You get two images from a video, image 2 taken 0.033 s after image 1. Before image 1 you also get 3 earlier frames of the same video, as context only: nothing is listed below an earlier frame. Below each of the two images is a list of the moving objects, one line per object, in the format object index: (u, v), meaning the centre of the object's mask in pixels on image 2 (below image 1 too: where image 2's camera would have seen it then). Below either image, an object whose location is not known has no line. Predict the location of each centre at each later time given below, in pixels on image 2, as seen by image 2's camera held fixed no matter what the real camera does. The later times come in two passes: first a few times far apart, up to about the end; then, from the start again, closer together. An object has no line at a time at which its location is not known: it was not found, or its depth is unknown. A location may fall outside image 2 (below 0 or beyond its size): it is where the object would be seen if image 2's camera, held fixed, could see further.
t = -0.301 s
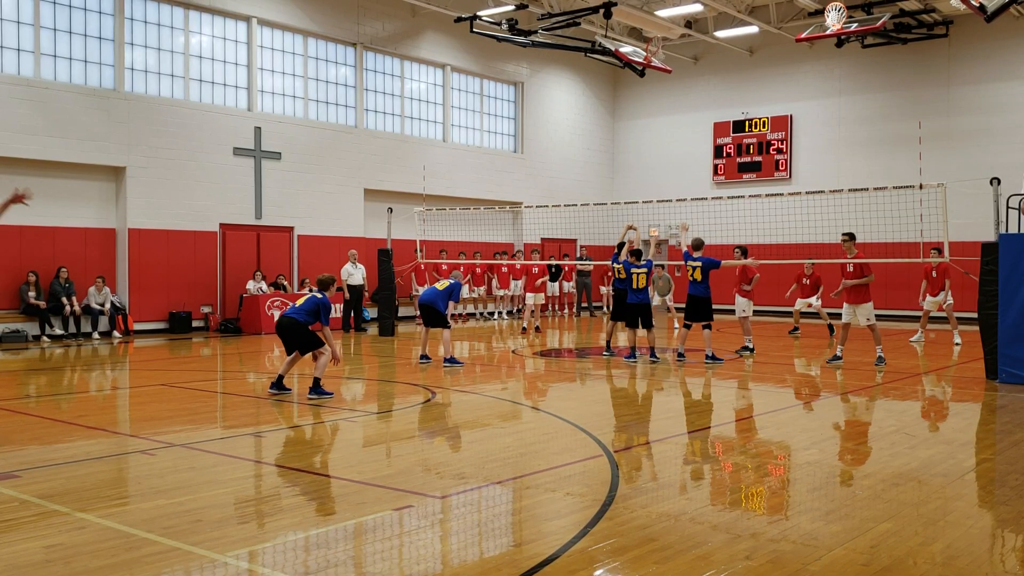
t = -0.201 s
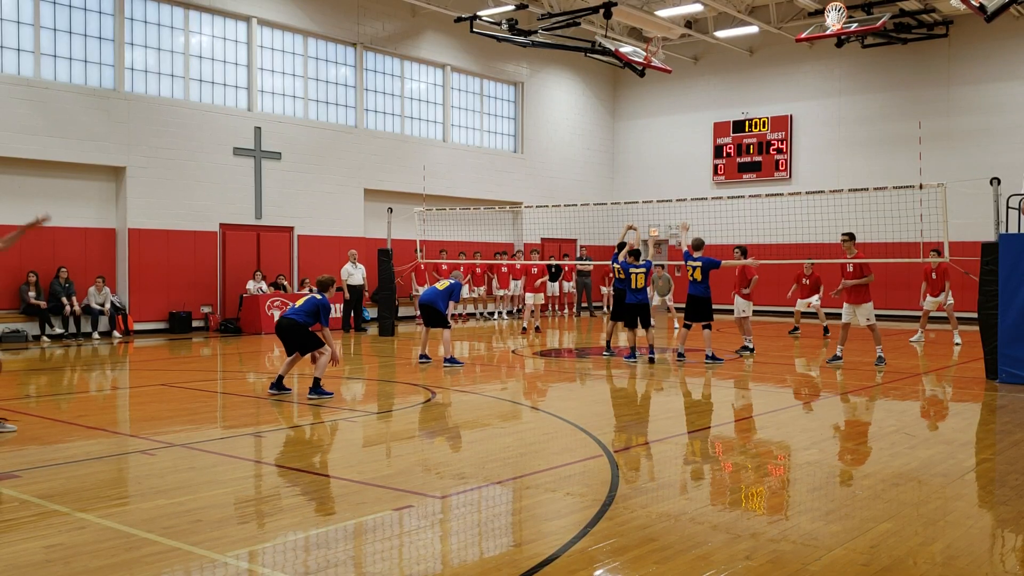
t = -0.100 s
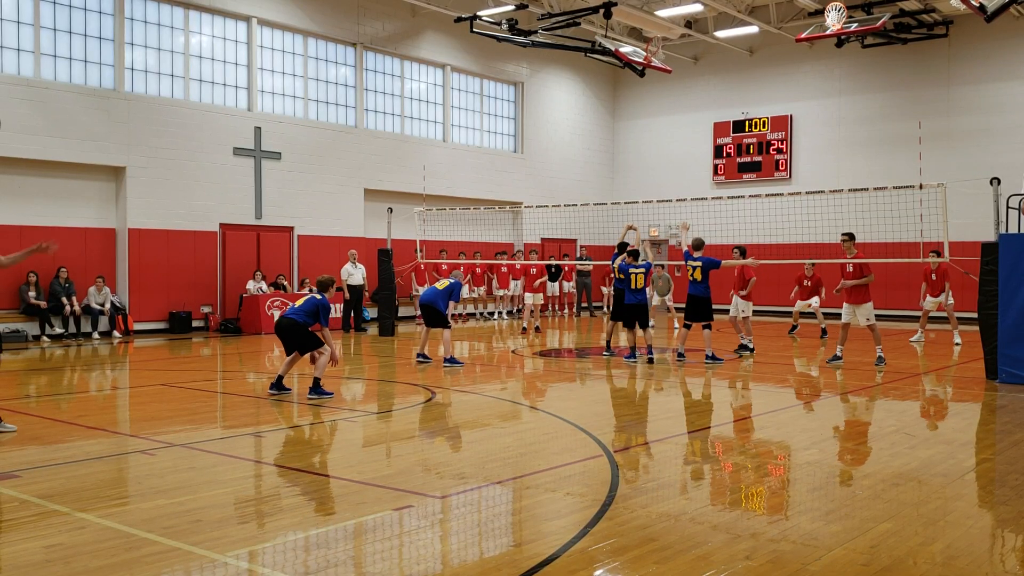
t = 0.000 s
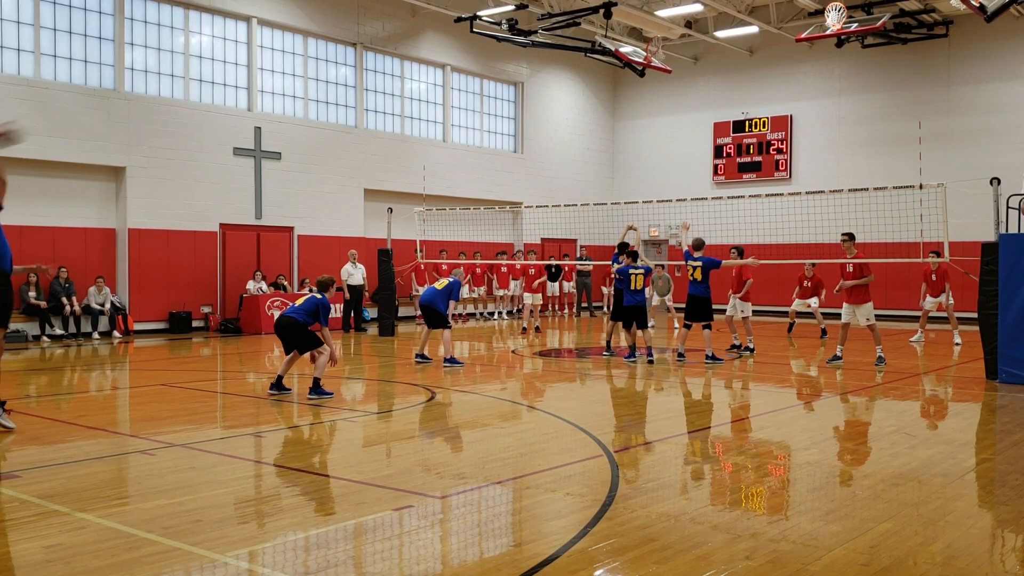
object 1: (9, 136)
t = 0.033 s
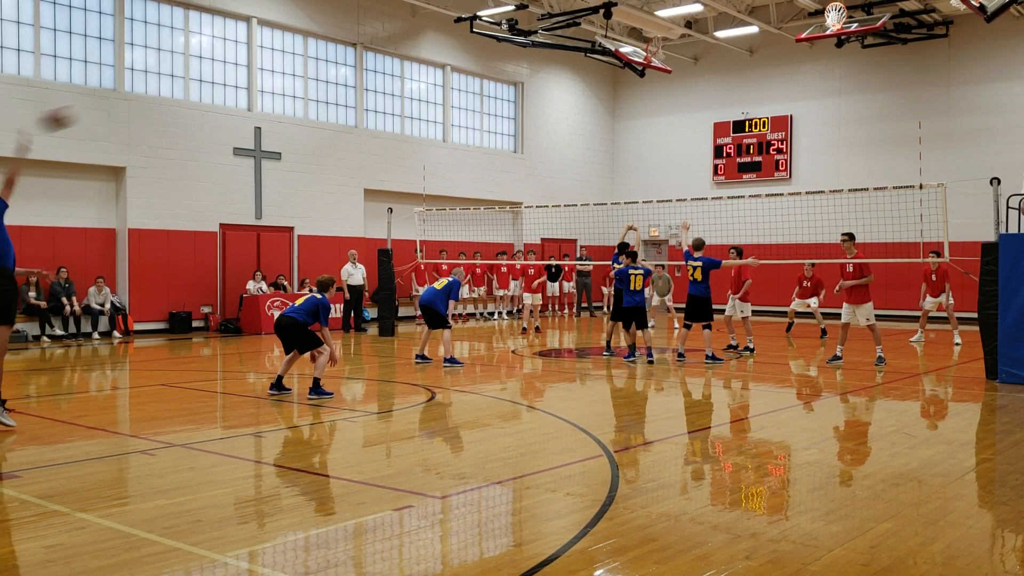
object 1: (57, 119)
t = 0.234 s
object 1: (300, 60)
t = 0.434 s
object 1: (468, 54)
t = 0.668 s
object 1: (607, 85)
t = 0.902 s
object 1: (708, 144)
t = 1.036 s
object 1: (757, 185)
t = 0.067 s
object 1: (103, 106)
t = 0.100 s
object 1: (148, 93)
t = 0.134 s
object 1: (189, 82)
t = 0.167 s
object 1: (229, 74)
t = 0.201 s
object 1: (264, 65)
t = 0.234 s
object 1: (300, 60)
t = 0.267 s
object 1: (330, 56)
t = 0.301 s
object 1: (360, 53)
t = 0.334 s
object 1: (389, 50)
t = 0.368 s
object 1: (415, 51)
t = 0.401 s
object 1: (443, 52)
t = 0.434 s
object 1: (468, 54)
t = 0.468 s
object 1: (490, 56)
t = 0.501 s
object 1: (511, 60)
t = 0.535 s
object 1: (531, 64)
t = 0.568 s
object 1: (551, 68)
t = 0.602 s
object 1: (571, 74)
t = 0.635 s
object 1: (589, 79)
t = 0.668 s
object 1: (607, 85)
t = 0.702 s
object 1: (623, 92)
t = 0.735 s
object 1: (639, 99)
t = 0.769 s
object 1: (654, 108)
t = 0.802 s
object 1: (669, 117)
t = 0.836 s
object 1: (683, 126)
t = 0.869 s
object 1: (696, 135)
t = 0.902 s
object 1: (708, 144)
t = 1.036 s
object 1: (757, 185)
